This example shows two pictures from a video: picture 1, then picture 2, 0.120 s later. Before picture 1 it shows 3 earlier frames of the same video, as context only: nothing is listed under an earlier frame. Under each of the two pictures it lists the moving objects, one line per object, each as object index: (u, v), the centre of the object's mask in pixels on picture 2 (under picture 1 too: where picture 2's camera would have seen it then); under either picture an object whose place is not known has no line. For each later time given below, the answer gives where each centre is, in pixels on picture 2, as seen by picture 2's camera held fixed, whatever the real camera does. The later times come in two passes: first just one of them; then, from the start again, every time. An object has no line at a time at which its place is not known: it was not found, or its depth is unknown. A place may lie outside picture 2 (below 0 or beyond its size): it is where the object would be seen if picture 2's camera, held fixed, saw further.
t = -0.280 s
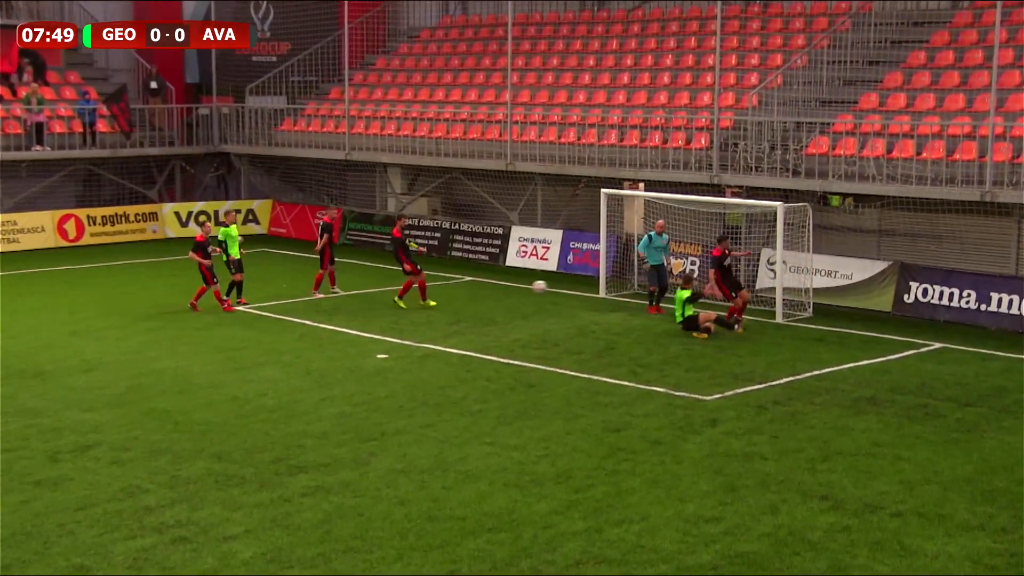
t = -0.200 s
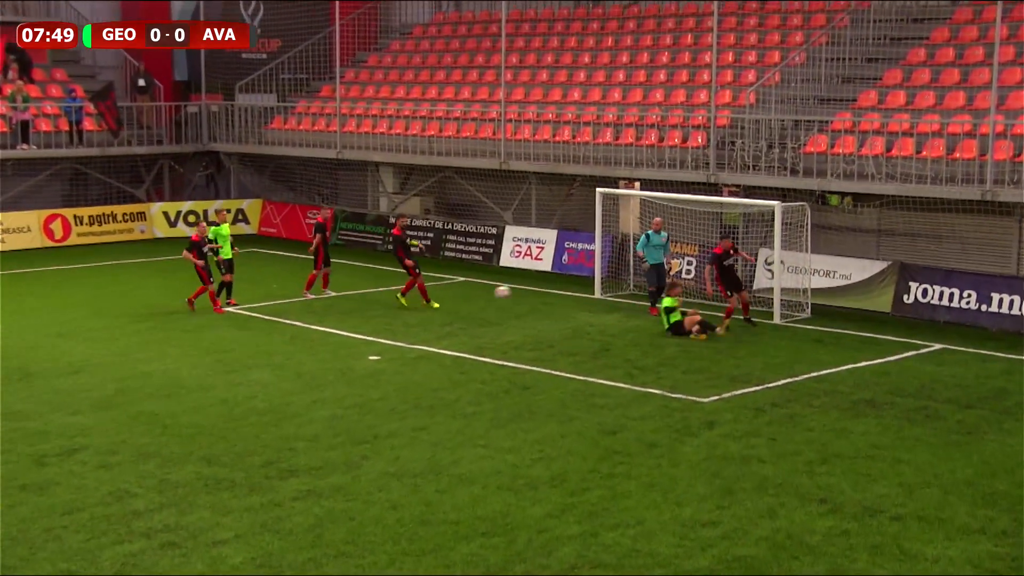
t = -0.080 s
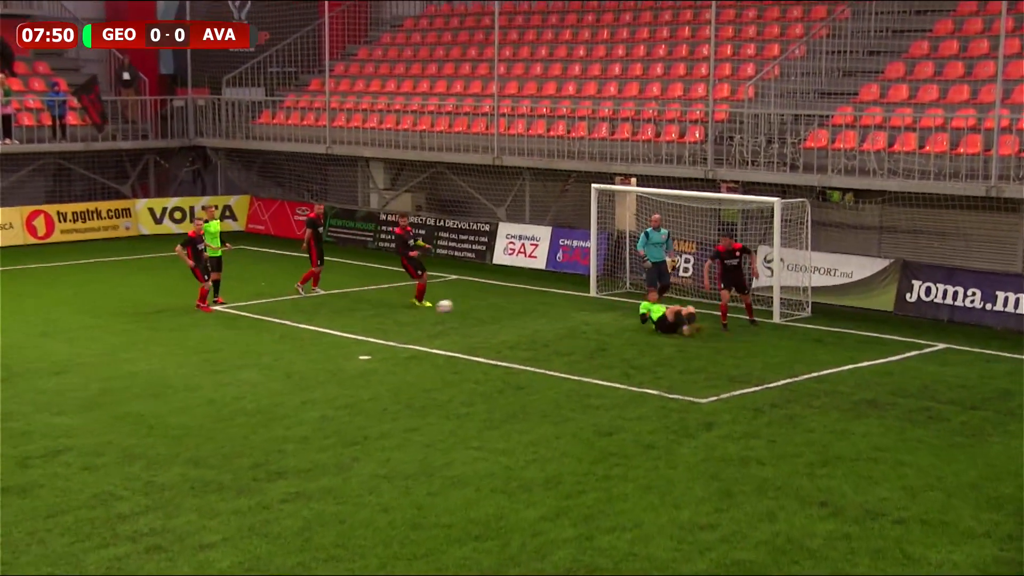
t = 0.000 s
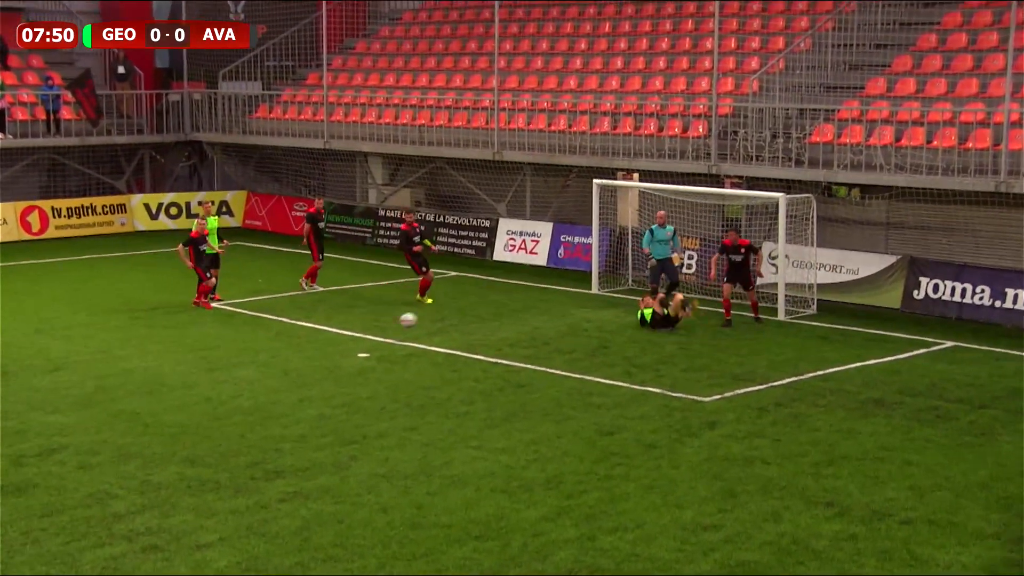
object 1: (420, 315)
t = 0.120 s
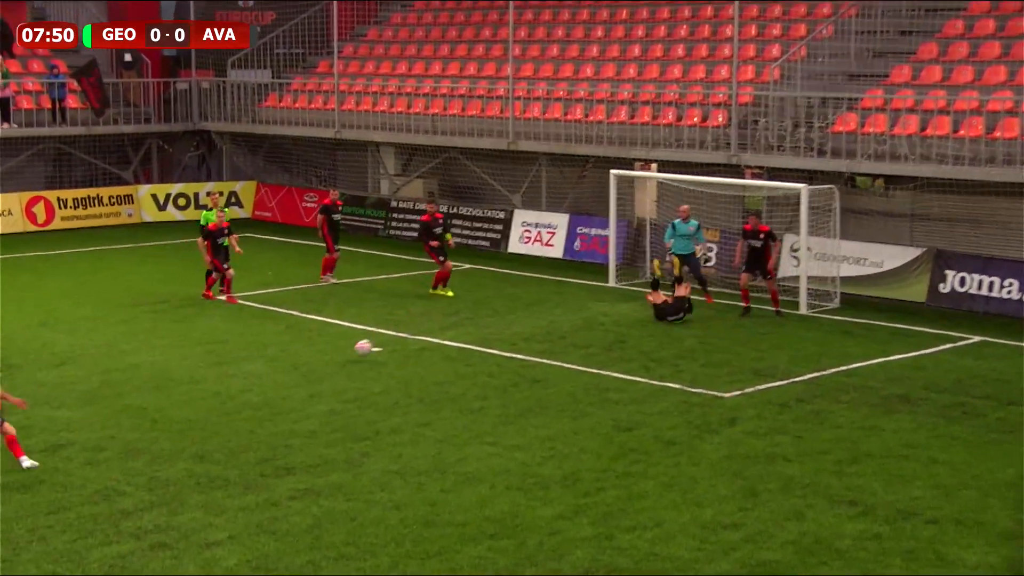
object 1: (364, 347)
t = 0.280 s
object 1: (295, 344)
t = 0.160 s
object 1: (345, 355)
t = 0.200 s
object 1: (329, 350)
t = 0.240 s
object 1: (312, 346)
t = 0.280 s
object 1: (295, 344)
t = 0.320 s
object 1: (278, 342)
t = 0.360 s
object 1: (261, 342)
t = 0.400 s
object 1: (244, 343)
